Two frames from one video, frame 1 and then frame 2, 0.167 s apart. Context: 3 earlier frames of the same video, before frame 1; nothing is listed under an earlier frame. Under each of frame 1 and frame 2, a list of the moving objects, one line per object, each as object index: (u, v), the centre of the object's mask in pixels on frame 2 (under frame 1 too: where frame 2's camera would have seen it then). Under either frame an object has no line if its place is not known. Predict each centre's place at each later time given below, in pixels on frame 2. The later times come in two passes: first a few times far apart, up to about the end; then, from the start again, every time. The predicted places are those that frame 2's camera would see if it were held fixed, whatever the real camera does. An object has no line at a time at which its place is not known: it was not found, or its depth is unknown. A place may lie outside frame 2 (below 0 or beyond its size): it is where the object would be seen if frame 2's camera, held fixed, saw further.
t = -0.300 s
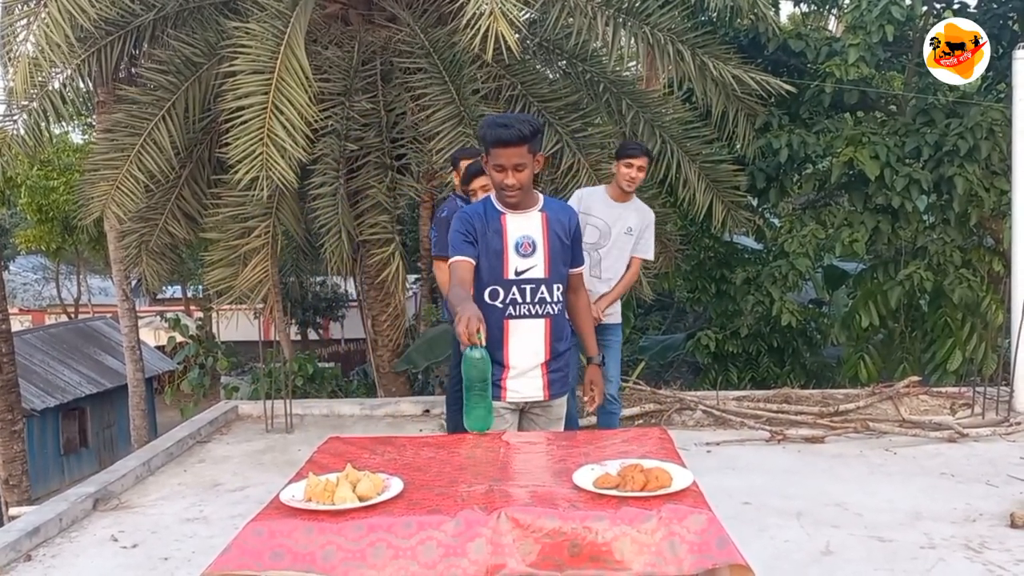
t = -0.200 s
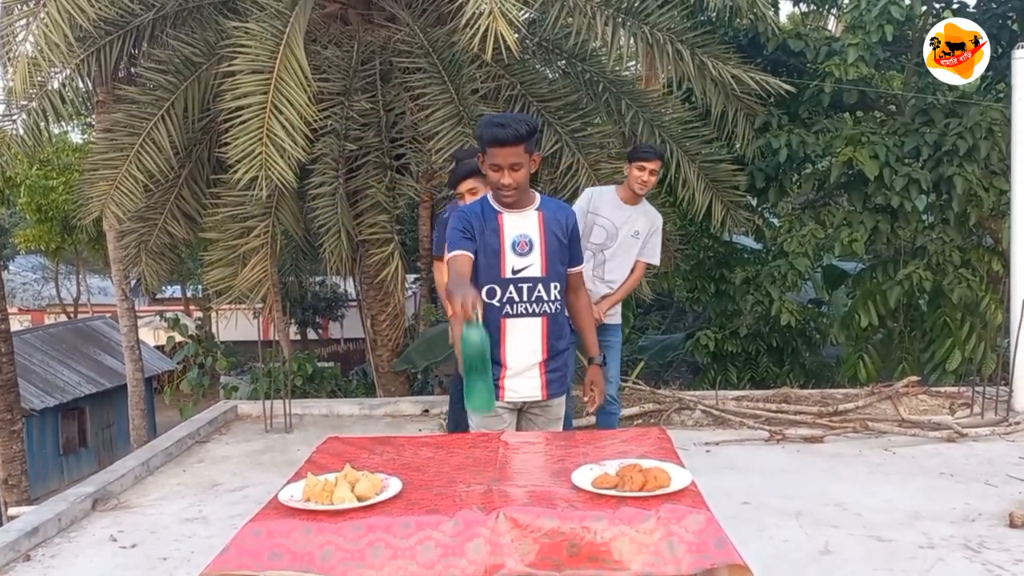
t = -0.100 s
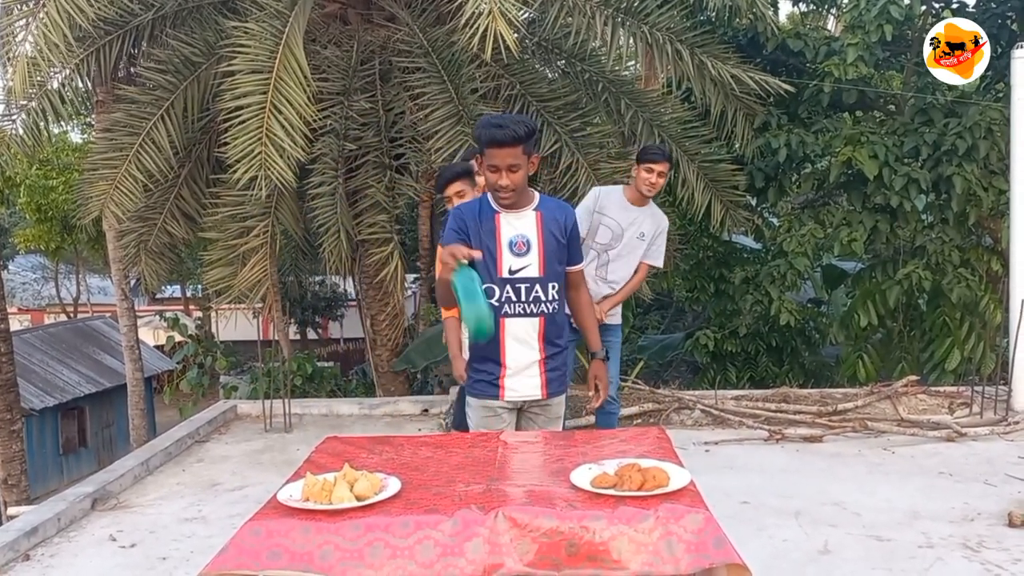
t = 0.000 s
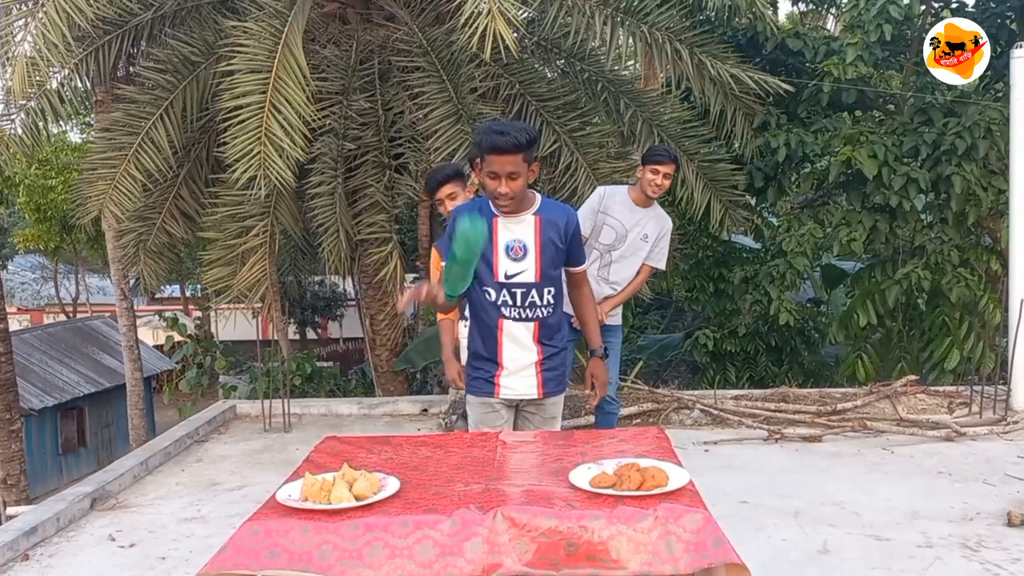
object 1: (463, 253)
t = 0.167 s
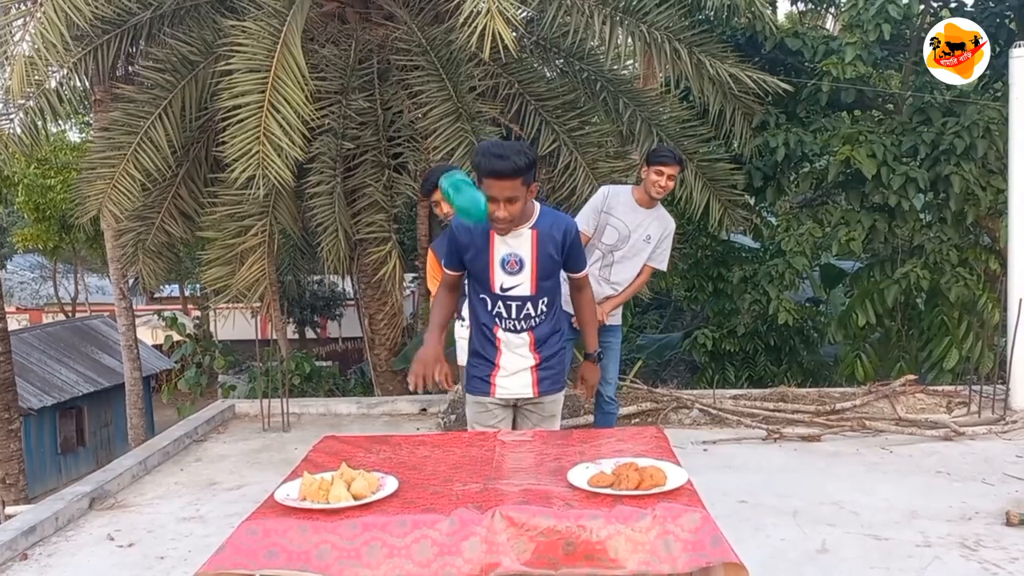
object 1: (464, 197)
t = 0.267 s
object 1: (459, 212)
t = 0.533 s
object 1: (454, 414)
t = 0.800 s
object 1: (457, 458)
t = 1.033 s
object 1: (445, 462)
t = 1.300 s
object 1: (435, 463)
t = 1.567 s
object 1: (425, 465)
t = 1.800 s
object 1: (418, 466)
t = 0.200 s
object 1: (462, 195)
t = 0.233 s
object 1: (461, 201)
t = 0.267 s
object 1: (459, 212)
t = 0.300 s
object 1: (458, 228)
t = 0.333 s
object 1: (458, 248)
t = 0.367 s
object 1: (458, 271)
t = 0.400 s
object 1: (457, 302)
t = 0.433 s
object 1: (456, 343)
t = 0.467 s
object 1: (456, 385)
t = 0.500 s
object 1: (456, 412)
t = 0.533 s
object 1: (454, 414)
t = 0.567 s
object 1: (454, 415)
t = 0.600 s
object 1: (455, 416)
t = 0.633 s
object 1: (455, 419)
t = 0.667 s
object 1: (455, 424)
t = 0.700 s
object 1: (455, 433)
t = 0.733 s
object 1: (456, 444)
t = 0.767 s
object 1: (458, 458)
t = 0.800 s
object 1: (457, 458)
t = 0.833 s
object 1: (454, 460)
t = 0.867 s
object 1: (452, 460)
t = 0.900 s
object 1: (451, 461)
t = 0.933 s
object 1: (450, 461)
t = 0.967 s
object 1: (449, 461)
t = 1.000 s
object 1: (447, 462)
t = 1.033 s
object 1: (445, 462)
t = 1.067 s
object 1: (443, 462)
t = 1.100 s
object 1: (442, 462)
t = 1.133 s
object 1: (441, 462)
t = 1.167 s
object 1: (440, 462)
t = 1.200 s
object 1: (439, 463)
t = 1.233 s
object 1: (438, 463)
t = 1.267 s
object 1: (437, 463)
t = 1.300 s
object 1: (435, 463)
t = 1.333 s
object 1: (433, 464)
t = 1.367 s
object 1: (432, 464)
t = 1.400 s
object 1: (432, 464)
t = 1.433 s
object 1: (431, 464)
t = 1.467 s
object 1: (430, 464)
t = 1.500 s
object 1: (428, 464)
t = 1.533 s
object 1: (426, 465)
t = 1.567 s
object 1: (425, 465)
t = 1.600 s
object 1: (424, 465)
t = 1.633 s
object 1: (424, 465)
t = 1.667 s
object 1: (423, 465)
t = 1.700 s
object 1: (422, 465)
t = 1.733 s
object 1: (421, 466)
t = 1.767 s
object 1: (419, 466)
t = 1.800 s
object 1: (418, 466)
